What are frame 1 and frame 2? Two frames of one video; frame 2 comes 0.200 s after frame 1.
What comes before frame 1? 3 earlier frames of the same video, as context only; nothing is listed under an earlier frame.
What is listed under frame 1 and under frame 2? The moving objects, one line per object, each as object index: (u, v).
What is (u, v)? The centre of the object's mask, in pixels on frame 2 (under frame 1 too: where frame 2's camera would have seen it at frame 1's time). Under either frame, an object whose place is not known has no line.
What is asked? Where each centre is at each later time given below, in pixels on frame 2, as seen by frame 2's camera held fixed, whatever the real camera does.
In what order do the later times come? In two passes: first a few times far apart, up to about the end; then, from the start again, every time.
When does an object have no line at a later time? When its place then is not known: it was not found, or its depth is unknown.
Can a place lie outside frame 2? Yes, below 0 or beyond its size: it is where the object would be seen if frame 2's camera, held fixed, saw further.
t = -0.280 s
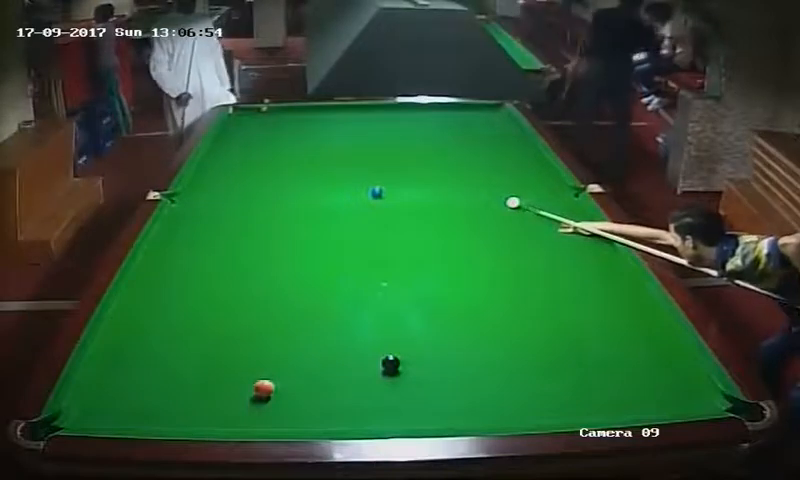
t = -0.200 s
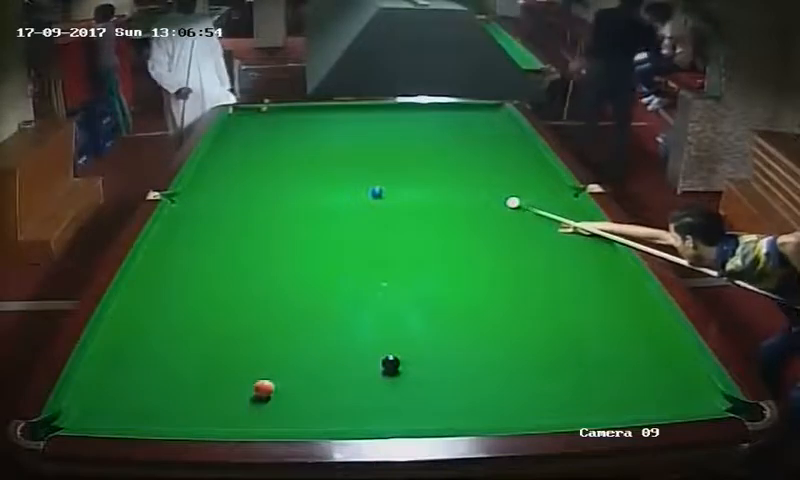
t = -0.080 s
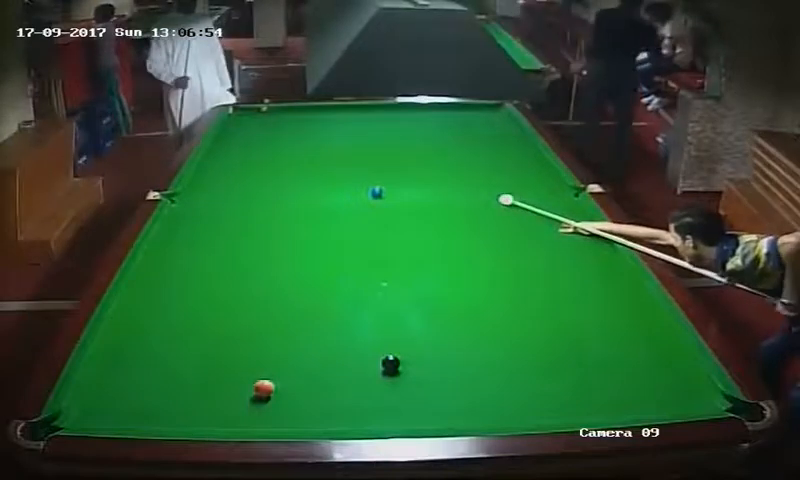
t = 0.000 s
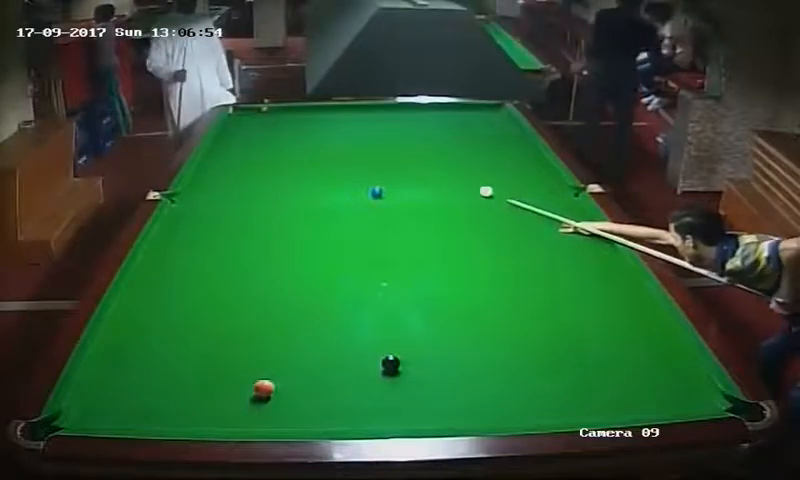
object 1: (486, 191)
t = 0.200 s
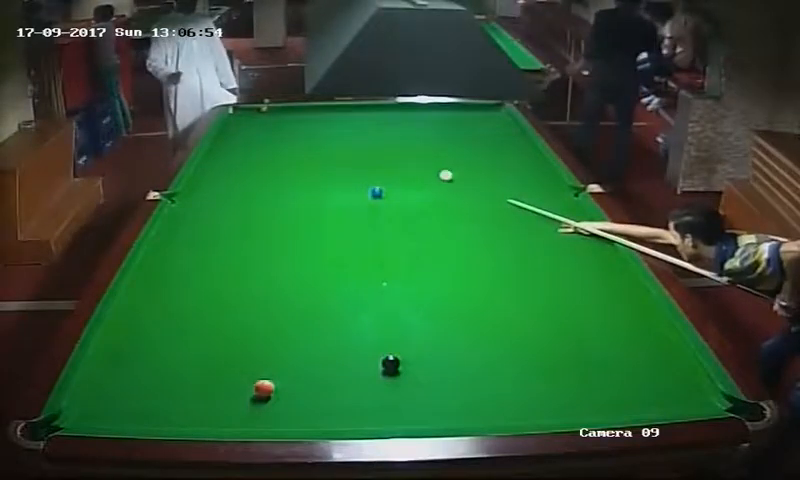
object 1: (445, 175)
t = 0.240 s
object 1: (438, 172)
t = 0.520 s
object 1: (392, 154)
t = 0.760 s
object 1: (358, 141)
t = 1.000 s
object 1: (329, 130)
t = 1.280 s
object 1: (299, 119)
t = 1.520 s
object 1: (277, 111)
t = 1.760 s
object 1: (272, 110)
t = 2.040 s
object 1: (270, 115)
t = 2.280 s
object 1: (268, 119)
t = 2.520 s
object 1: (267, 124)
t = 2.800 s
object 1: (266, 129)
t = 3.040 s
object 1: (264, 134)
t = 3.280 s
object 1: (262, 138)
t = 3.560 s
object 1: (260, 142)
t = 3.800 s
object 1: (259, 146)
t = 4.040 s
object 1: (258, 150)
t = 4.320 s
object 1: (257, 153)
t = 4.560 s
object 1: (256, 157)
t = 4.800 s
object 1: (254, 159)
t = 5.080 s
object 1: (253, 161)
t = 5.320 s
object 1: (252, 163)
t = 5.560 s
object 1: (252, 165)
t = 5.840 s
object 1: (251, 167)
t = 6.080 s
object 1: (251, 167)
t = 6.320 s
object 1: (251, 167)
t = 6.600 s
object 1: (251, 167)
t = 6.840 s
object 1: (251, 167)
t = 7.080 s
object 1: (251, 167)
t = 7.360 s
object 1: (251, 167)
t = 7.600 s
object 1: (251, 167)
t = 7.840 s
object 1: (251, 167)
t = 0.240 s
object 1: (438, 172)
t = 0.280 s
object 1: (432, 169)
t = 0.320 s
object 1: (424, 167)
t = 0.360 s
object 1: (417, 164)
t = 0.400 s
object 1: (411, 161)
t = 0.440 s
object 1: (405, 159)
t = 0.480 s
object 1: (398, 157)
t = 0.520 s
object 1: (392, 154)
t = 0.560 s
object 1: (386, 151)
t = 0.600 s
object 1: (380, 149)
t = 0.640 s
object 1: (375, 147)
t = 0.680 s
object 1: (369, 146)
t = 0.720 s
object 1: (364, 143)
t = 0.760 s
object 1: (358, 141)
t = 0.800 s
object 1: (353, 139)
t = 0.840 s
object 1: (348, 137)
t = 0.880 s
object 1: (343, 135)
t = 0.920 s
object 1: (339, 134)
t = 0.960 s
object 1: (334, 132)
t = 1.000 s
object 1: (329, 130)
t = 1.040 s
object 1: (324, 129)
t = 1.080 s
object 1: (320, 127)
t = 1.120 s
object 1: (316, 125)
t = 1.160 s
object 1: (311, 124)
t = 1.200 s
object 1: (307, 122)
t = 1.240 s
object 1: (303, 121)
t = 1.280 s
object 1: (299, 119)
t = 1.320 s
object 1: (296, 118)
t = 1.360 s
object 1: (291, 117)
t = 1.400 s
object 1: (288, 115)
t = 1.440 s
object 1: (284, 113)
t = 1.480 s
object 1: (280, 112)
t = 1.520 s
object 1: (277, 111)
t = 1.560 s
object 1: (273, 110)
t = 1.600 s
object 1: (271, 109)
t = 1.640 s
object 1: (272, 108)
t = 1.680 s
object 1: (272, 108)
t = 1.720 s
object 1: (272, 109)
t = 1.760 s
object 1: (272, 110)
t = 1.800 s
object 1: (271, 110)
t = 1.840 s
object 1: (271, 111)
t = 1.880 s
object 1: (271, 112)
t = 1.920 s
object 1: (271, 112)
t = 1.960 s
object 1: (271, 113)
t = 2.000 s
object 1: (270, 114)
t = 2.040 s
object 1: (270, 115)
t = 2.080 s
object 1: (270, 117)
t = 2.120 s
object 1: (269, 117)
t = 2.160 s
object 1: (269, 118)
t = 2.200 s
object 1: (269, 118)
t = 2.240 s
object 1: (269, 119)
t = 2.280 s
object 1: (268, 119)
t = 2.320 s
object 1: (268, 119)
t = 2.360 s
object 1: (268, 120)
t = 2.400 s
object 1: (269, 121)
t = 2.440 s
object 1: (268, 122)
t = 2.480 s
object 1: (268, 123)
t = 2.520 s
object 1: (267, 124)
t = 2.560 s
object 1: (267, 124)
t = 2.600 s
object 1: (267, 126)
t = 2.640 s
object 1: (266, 127)
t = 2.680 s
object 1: (266, 127)
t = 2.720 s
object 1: (266, 127)
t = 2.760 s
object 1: (266, 128)
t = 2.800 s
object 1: (266, 129)
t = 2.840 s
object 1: (265, 129)
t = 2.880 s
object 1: (265, 131)
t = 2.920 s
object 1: (265, 131)
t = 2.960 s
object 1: (265, 132)
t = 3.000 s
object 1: (264, 133)
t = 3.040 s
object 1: (264, 134)
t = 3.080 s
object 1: (263, 134)
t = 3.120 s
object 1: (263, 135)
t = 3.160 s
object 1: (263, 135)
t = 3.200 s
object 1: (263, 136)
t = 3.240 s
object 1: (262, 137)
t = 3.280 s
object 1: (262, 138)
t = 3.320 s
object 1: (262, 138)
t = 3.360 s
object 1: (262, 139)
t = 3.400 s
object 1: (261, 140)
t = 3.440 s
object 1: (261, 140)
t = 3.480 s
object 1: (261, 141)
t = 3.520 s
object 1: (261, 141)
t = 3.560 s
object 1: (260, 142)
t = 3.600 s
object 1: (260, 143)
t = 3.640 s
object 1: (260, 143)
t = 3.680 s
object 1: (260, 144)
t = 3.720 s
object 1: (260, 145)
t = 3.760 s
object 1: (260, 145)
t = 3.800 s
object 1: (259, 146)
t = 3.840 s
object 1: (259, 147)
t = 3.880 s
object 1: (259, 147)
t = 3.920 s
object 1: (259, 147)
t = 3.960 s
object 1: (259, 148)
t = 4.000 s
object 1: (258, 149)
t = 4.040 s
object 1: (258, 150)
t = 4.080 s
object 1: (258, 150)
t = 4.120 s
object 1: (258, 151)
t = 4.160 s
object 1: (258, 152)
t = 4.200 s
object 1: (257, 152)
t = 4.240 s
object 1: (257, 152)
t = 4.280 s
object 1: (257, 153)
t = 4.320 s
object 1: (257, 153)
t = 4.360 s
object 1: (256, 154)
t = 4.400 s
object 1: (256, 155)
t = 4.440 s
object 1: (256, 155)
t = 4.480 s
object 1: (256, 156)
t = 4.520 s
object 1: (256, 156)
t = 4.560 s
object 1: (256, 157)
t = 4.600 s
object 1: (255, 157)
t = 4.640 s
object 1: (255, 158)
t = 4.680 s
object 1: (255, 158)
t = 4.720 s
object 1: (255, 158)
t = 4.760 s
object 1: (254, 159)
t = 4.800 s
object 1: (254, 159)
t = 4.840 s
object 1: (254, 159)
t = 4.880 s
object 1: (254, 160)
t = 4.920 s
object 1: (254, 160)
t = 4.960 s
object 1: (254, 161)
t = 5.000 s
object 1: (253, 161)
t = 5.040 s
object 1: (253, 161)
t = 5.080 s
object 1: (253, 161)
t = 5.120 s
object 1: (253, 162)
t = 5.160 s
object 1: (253, 162)
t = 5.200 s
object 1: (253, 163)
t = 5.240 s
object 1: (253, 163)
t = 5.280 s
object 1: (253, 163)
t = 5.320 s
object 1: (252, 163)
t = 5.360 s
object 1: (252, 163)
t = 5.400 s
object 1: (252, 164)
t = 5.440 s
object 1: (252, 165)
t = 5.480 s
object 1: (252, 165)
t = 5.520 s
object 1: (252, 165)
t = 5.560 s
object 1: (252, 165)
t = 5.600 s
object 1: (252, 166)
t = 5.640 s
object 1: (252, 166)
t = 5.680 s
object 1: (252, 166)
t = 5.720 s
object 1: (252, 166)
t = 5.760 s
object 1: (251, 166)
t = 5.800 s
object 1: (251, 167)
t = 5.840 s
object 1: (251, 167)
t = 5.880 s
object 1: (251, 167)
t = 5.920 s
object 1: (251, 167)
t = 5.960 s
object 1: (251, 167)
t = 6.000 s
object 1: (251, 167)
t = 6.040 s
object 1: (251, 167)
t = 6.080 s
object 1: (251, 167)
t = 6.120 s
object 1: (251, 167)
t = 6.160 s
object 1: (251, 167)
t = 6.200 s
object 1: (251, 167)
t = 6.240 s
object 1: (251, 167)
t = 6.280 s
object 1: (251, 167)
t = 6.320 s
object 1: (251, 167)
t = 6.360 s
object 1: (251, 167)
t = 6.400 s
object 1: (251, 167)
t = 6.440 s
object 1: (251, 167)
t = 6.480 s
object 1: (251, 168)
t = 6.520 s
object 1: (251, 168)
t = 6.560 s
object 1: (251, 168)
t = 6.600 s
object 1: (251, 167)
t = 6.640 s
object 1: (251, 167)
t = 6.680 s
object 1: (251, 167)
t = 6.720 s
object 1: (251, 167)
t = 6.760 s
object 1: (251, 167)
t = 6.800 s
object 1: (251, 167)
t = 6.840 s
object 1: (251, 167)
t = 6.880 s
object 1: (251, 167)
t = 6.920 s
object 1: (251, 167)
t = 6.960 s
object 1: (251, 167)
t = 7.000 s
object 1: (251, 167)
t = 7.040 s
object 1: (251, 167)
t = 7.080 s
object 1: (251, 167)
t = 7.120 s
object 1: (251, 167)
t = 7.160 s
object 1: (251, 167)
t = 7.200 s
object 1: (251, 167)
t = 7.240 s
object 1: (251, 167)
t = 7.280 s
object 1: (251, 167)
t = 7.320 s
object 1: (251, 167)
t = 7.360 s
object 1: (251, 167)
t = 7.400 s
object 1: (251, 167)
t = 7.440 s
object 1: (251, 167)
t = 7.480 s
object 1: (251, 167)
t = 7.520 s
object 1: (251, 167)
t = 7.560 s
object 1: (251, 167)
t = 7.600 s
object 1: (251, 167)
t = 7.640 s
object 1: (251, 167)
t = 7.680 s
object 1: (251, 167)
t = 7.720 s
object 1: (251, 167)
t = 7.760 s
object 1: (251, 167)
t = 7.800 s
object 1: (251, 167)
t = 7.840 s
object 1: (251, 167)
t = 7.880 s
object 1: (251, 167)
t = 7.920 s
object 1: (251, 167)
